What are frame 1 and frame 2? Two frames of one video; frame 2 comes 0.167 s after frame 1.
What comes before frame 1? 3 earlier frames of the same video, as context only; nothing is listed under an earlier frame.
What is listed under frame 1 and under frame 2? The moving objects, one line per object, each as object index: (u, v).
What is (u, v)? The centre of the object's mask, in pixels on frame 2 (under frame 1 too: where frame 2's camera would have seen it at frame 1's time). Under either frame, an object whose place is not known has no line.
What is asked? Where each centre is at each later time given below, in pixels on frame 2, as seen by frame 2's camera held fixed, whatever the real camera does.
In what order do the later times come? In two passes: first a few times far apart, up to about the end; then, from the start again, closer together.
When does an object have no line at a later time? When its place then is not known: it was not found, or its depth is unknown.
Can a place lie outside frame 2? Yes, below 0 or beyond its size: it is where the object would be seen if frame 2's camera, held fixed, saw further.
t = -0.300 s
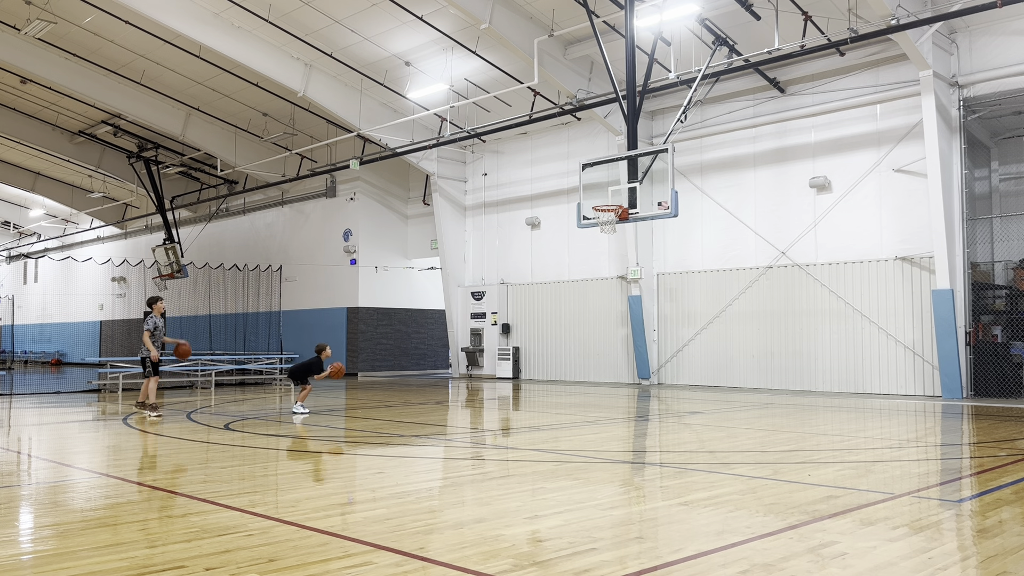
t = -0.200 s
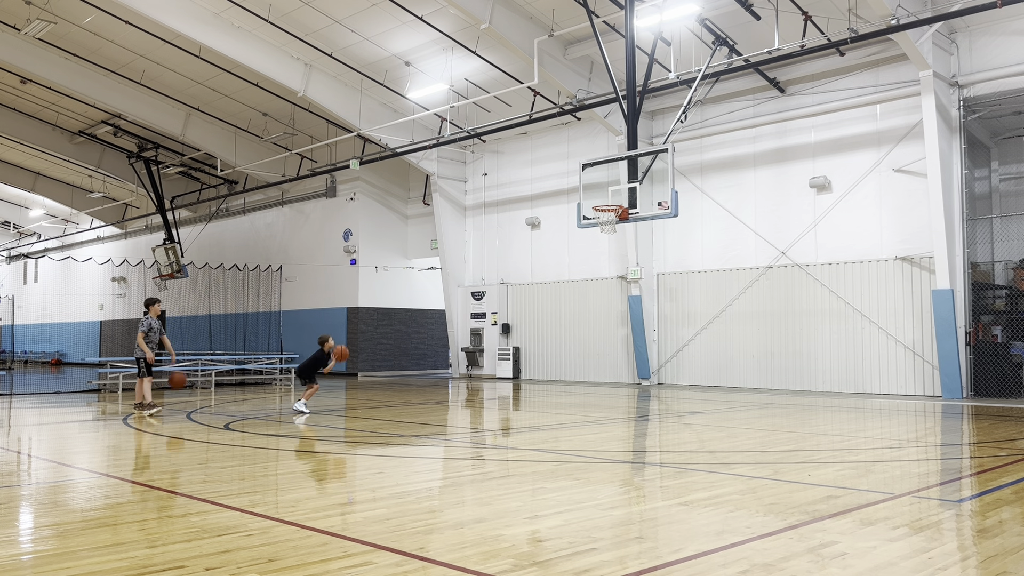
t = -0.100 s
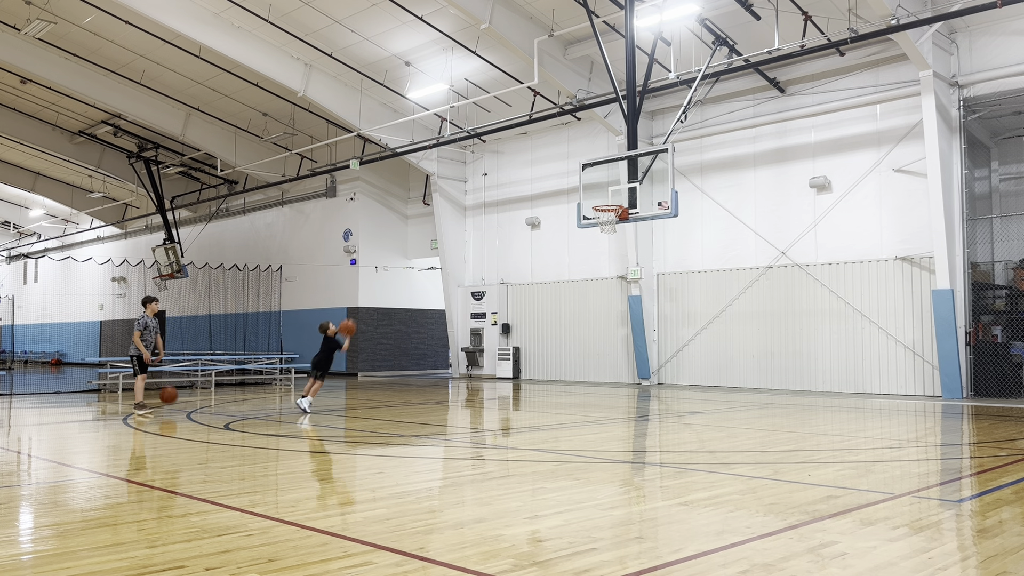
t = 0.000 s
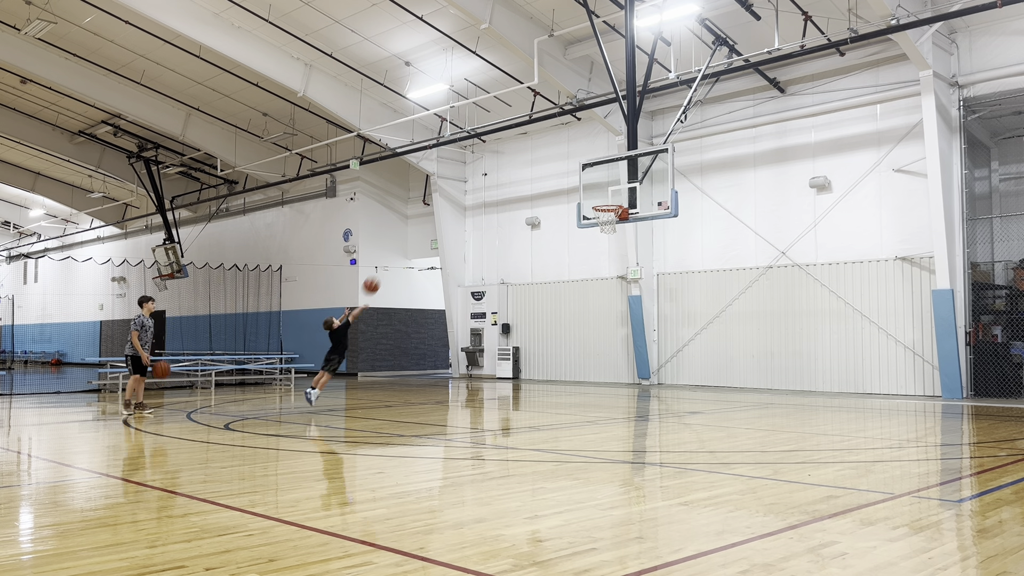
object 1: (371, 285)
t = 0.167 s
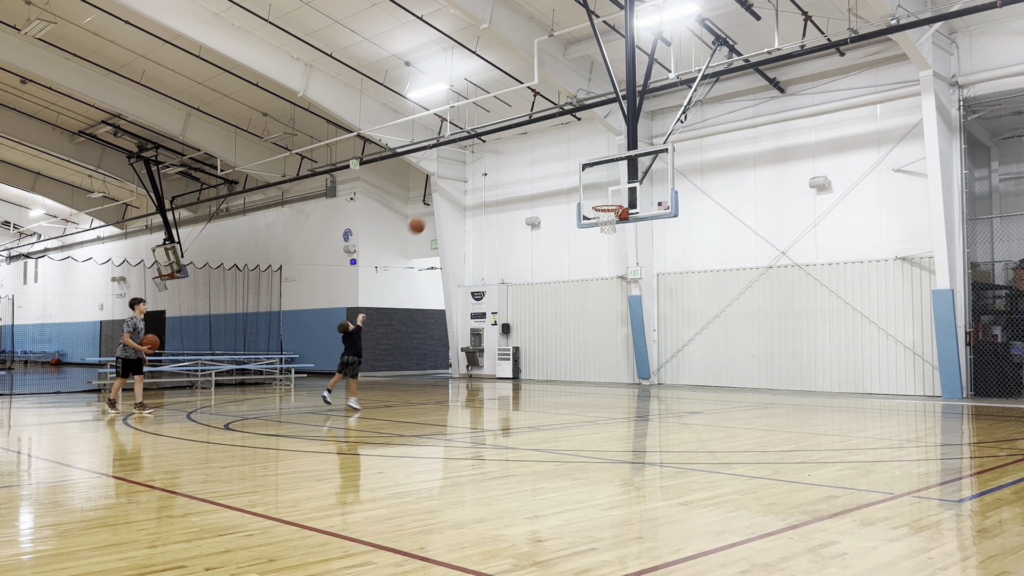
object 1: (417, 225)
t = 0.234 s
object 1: (434, 208)
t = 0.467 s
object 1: (491, 171)
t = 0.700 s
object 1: (545, 171)
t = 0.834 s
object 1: (574, 186)
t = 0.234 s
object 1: (434, 208)
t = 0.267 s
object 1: (442, 200)
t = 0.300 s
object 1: (451, 193)
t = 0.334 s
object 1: (459, 187)
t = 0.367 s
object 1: (467, 182)
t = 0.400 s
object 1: (475, 178)
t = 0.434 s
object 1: (483, 174)
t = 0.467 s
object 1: (491, 171)
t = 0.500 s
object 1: (499, 169)
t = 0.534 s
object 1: (507, 167)
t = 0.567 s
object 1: (515, 167)
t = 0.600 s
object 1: (522, 167)
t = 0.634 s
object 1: (530, 167)
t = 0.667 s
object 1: (538, 169)
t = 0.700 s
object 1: (545, 171)
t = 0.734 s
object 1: (553, 174)
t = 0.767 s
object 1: (560, 177)
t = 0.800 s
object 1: (567, 181)
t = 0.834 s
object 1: (574, 186)
